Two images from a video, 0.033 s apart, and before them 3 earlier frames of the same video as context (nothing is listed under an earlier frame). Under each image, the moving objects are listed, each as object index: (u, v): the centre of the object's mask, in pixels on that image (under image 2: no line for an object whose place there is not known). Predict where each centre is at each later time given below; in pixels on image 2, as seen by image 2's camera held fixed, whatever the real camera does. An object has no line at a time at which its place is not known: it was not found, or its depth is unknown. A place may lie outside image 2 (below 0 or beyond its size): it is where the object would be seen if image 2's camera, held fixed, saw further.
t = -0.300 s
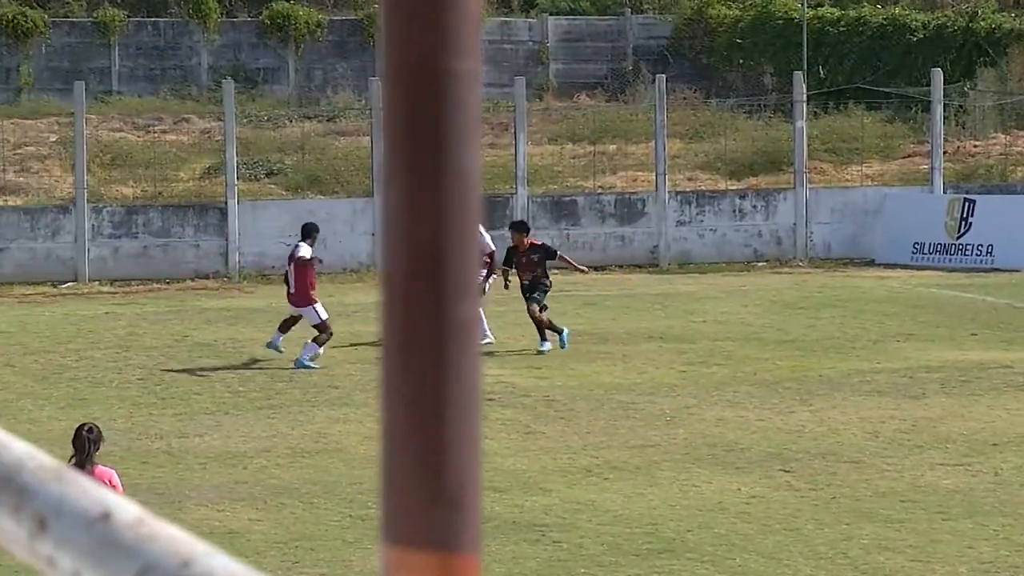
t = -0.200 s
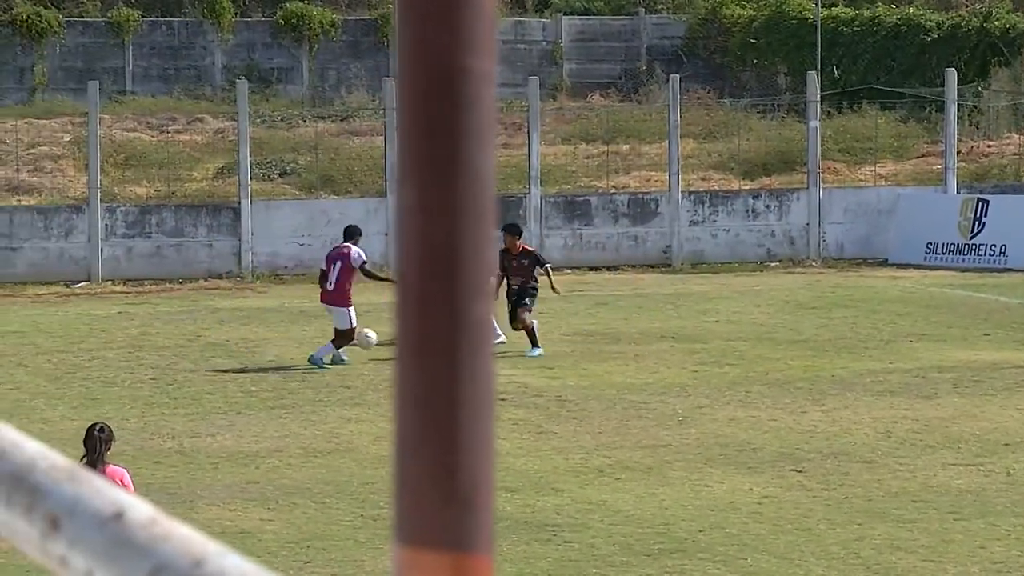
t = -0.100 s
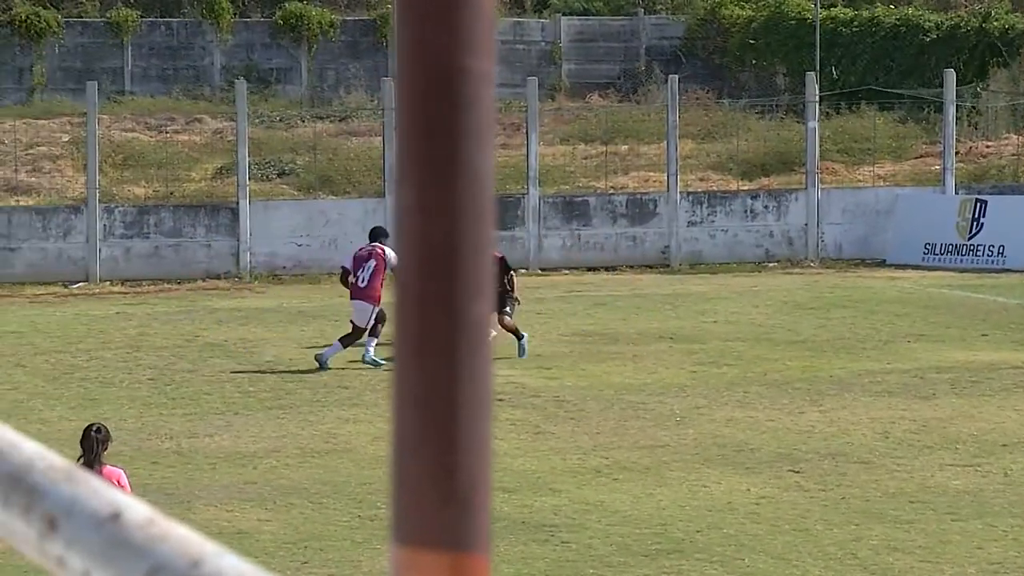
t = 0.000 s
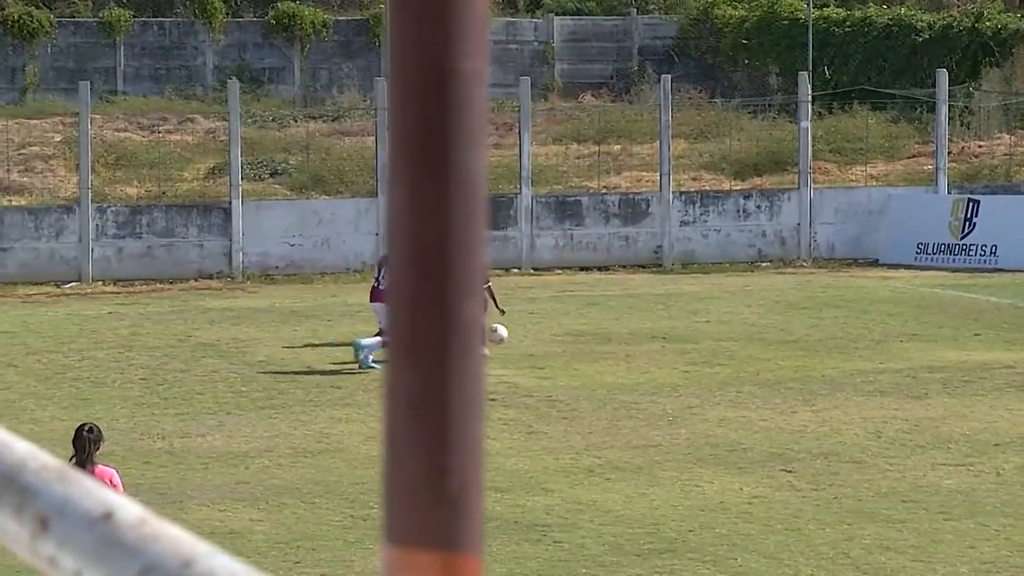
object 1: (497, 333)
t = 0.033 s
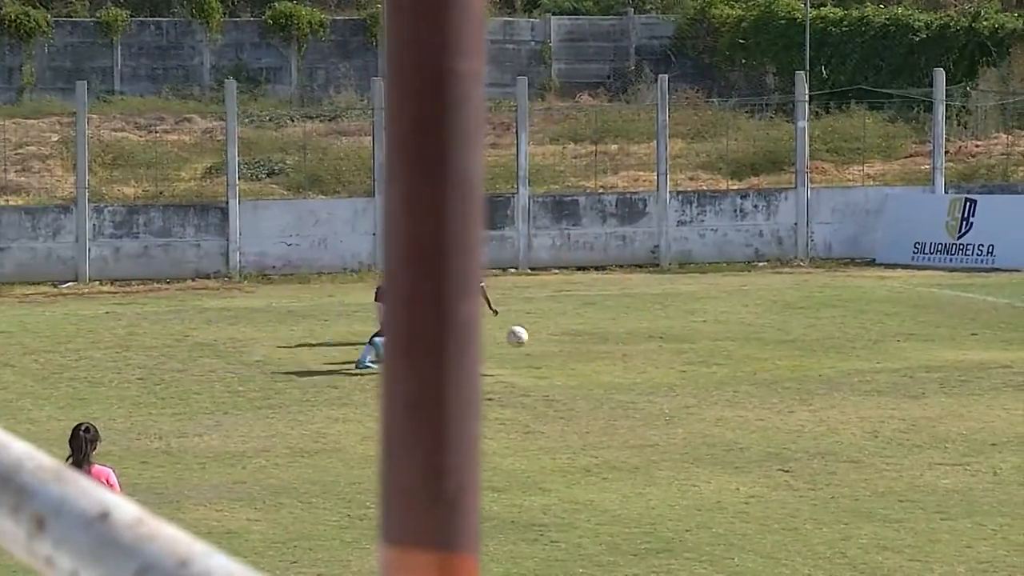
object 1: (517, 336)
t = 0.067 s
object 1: (539, 340)
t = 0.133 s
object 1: (584, 353)
